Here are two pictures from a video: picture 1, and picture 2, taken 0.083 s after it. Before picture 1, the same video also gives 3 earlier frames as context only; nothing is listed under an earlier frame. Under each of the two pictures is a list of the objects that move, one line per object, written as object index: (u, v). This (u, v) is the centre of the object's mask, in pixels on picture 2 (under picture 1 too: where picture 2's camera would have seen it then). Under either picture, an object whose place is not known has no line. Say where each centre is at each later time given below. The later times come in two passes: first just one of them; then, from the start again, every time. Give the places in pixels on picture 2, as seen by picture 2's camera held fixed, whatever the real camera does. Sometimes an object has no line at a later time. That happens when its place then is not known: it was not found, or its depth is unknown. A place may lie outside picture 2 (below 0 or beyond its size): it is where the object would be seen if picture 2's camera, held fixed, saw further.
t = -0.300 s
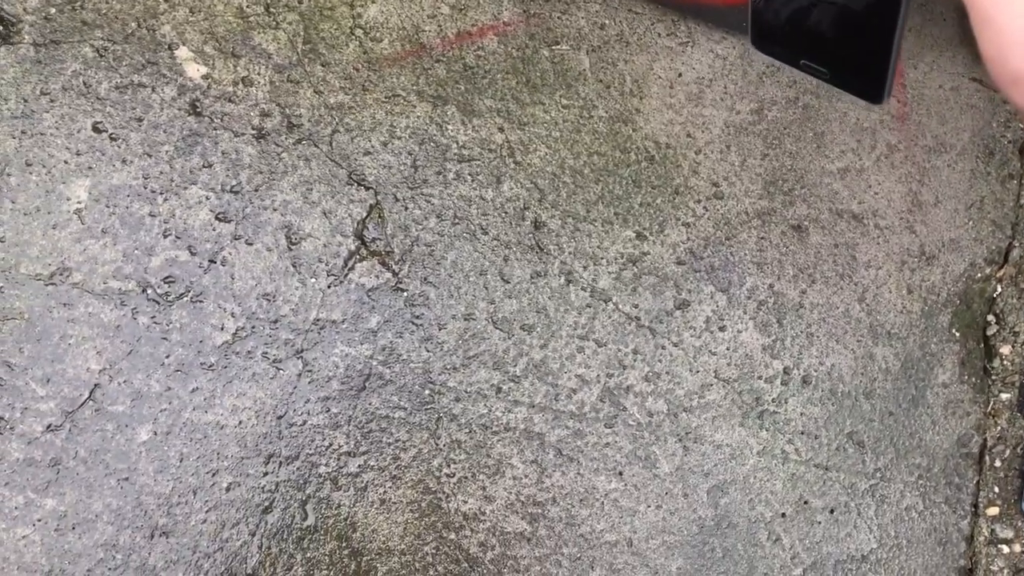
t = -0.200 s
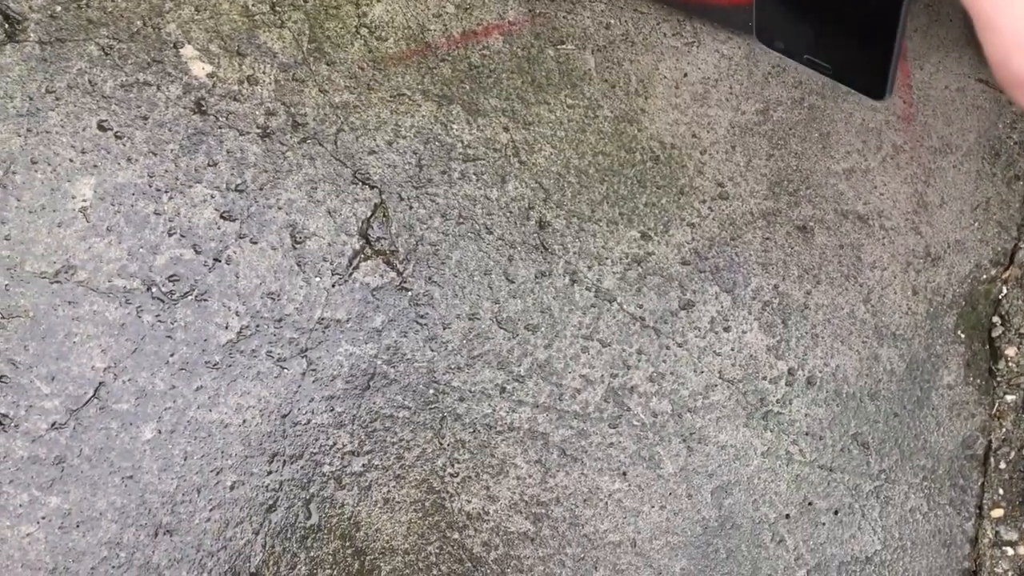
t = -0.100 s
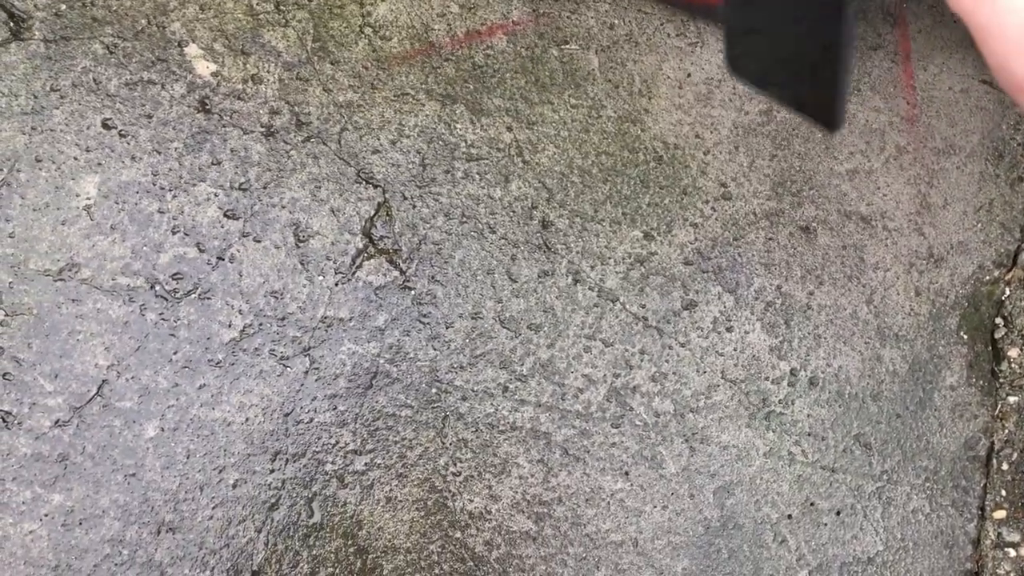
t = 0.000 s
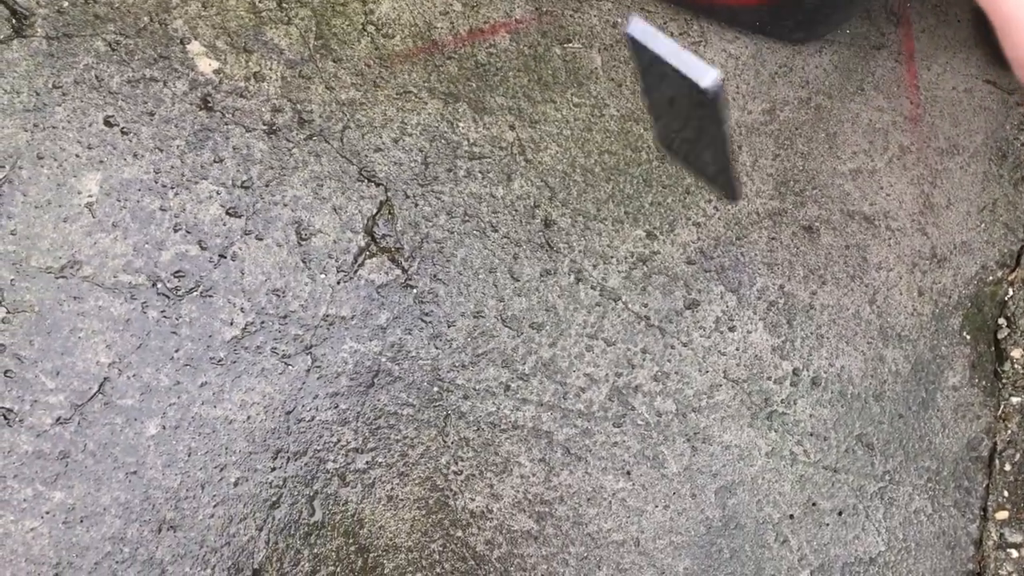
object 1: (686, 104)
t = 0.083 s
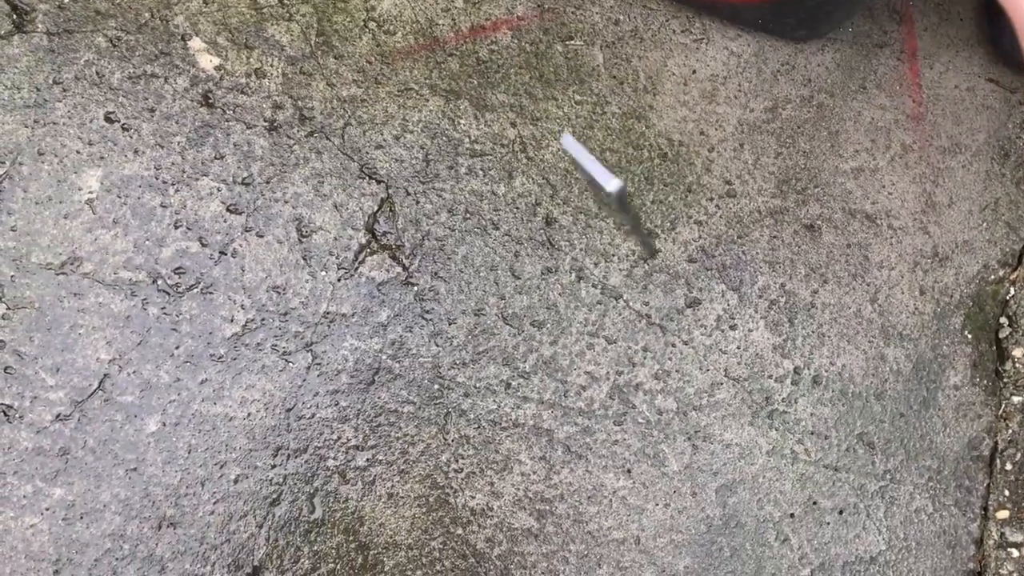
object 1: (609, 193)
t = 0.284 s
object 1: (441, 333)
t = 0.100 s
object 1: (597, 208)
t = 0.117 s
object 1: (583, 222)
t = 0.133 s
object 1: (571, 236)
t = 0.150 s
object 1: (560, 247)
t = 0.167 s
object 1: (551, 259)
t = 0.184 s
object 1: (543, 271)
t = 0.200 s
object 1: (534, 279)
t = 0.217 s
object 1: (519, 292)
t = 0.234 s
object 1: (499, 299)
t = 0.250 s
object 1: (477, 311)
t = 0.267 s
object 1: (459, 321)
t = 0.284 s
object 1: (441, 333)
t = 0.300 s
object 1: (420, 343)
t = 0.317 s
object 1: (397, 356)
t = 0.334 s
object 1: (379, 366)
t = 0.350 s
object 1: (360, 376)
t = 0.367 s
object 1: (345, 382)
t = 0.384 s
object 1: (323, 395)
